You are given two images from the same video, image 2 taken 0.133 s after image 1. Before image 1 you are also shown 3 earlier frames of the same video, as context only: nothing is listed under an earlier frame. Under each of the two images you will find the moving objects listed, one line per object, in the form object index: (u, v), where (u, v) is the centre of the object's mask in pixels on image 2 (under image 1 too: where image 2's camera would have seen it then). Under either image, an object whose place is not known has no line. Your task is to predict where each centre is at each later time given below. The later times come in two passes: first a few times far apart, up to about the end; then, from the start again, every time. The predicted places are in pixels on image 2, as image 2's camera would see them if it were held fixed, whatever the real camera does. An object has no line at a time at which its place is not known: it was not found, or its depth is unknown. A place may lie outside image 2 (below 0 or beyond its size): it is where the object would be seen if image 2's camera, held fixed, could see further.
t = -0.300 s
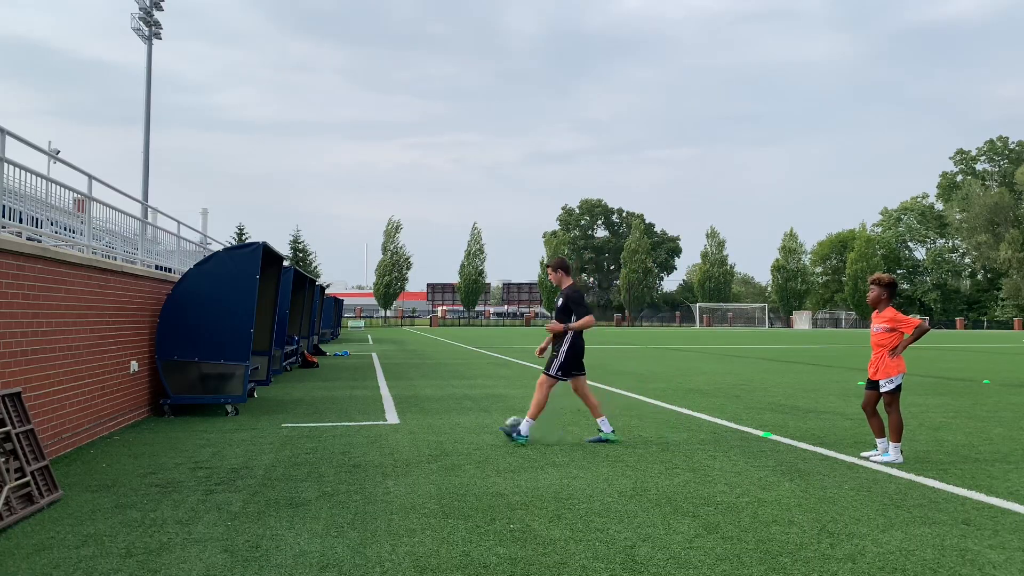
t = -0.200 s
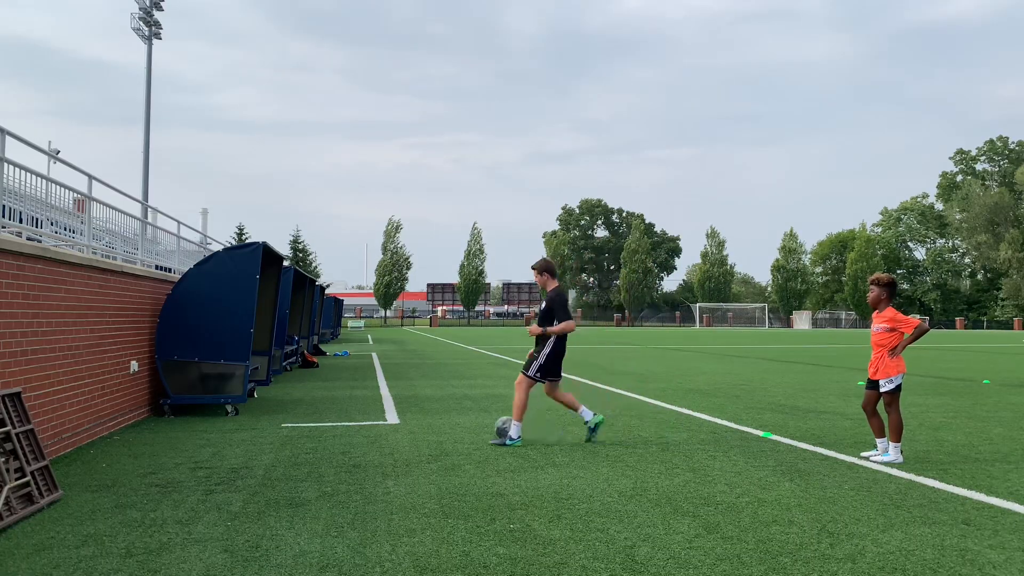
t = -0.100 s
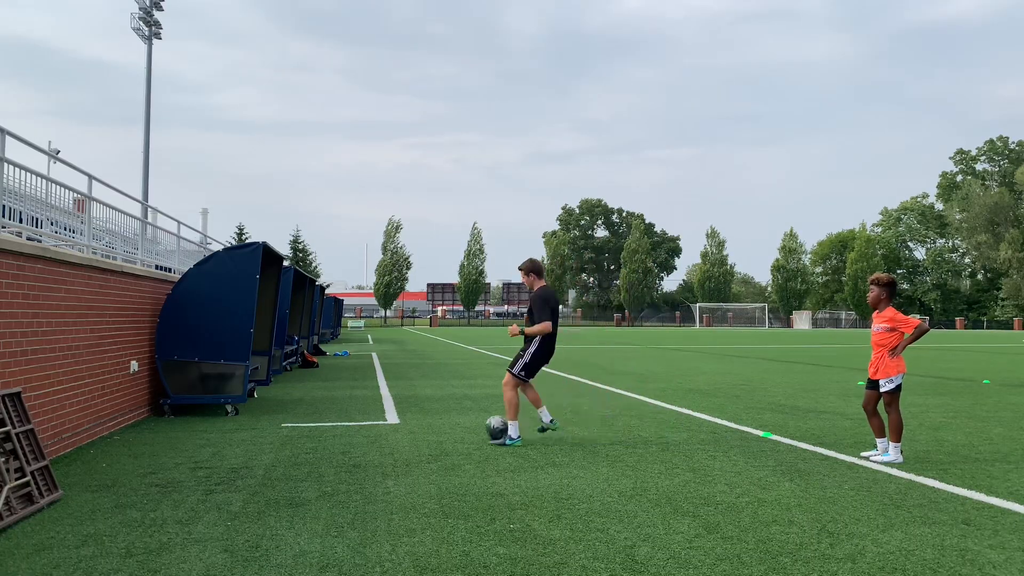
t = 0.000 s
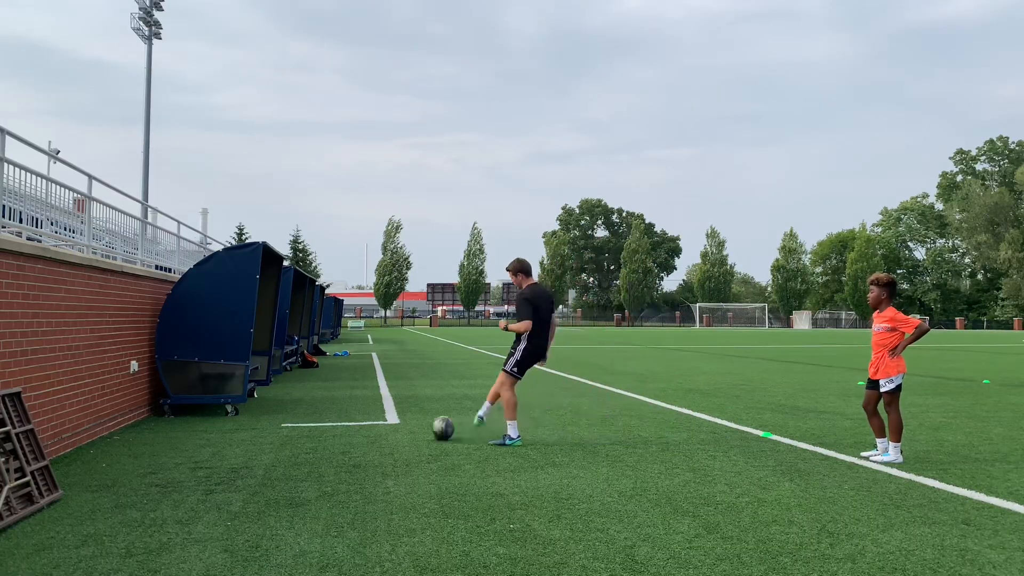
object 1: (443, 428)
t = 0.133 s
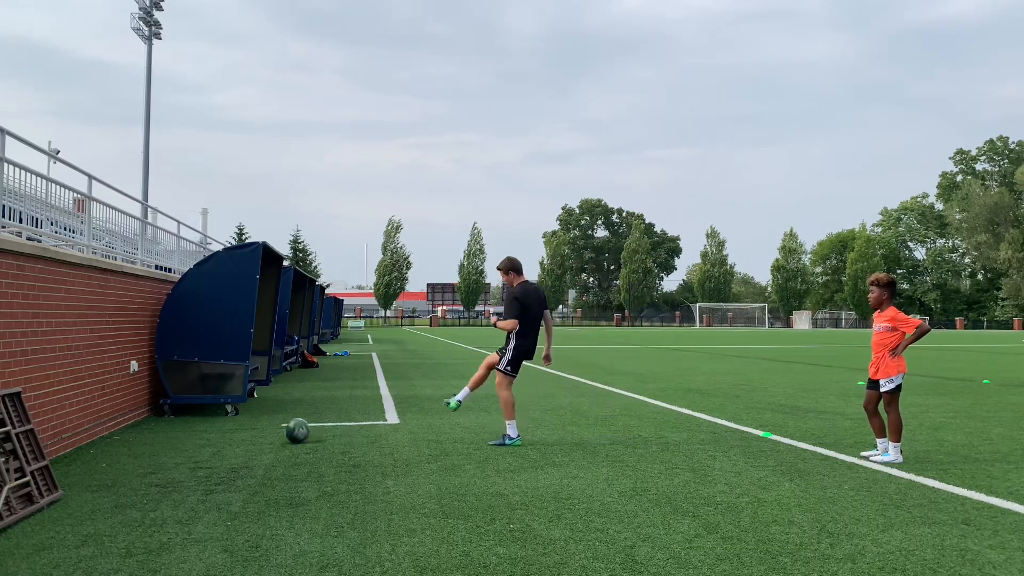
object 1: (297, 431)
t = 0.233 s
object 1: (194, 433)
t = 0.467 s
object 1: (194, 416)
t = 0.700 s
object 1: (360, 424)
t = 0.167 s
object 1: (263, 431)
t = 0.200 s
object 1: (229, 432)
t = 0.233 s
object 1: (194, 433)
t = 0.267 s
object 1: (162, 433)
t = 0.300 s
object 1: (128, 434)
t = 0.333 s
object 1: (96, 434)
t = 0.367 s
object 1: (117, 428)
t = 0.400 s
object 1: (142, 423)
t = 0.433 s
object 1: (168, 419)
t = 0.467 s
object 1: (194, 416)
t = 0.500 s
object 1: (220, 415)
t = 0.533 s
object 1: (244, 415)
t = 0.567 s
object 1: (269, 416)
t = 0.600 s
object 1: (293, 418)
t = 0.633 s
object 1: (317, 421)
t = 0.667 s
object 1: (341, 426)
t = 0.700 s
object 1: (360, 424)
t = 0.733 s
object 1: (376, 421)
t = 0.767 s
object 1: (393, 418)
